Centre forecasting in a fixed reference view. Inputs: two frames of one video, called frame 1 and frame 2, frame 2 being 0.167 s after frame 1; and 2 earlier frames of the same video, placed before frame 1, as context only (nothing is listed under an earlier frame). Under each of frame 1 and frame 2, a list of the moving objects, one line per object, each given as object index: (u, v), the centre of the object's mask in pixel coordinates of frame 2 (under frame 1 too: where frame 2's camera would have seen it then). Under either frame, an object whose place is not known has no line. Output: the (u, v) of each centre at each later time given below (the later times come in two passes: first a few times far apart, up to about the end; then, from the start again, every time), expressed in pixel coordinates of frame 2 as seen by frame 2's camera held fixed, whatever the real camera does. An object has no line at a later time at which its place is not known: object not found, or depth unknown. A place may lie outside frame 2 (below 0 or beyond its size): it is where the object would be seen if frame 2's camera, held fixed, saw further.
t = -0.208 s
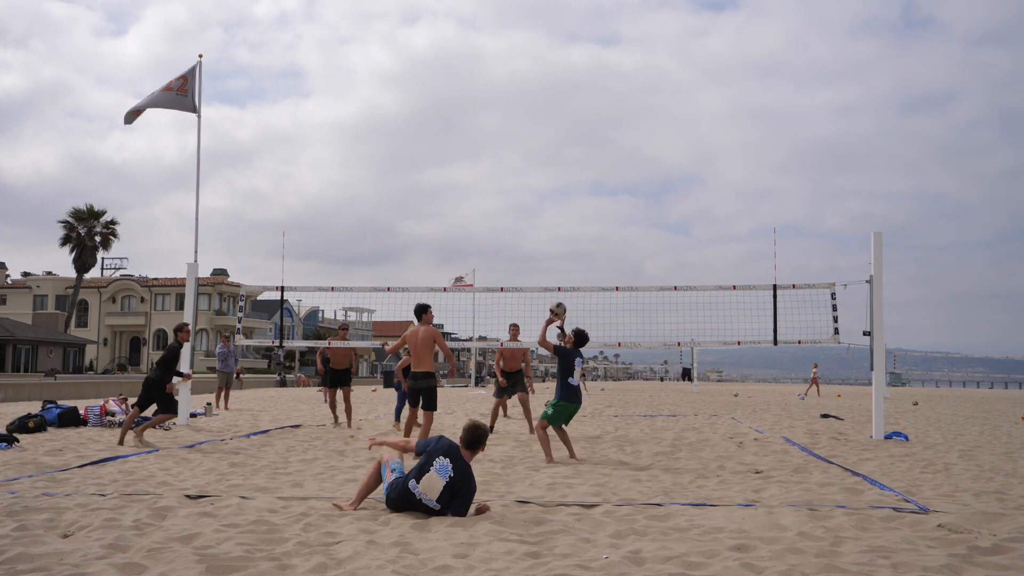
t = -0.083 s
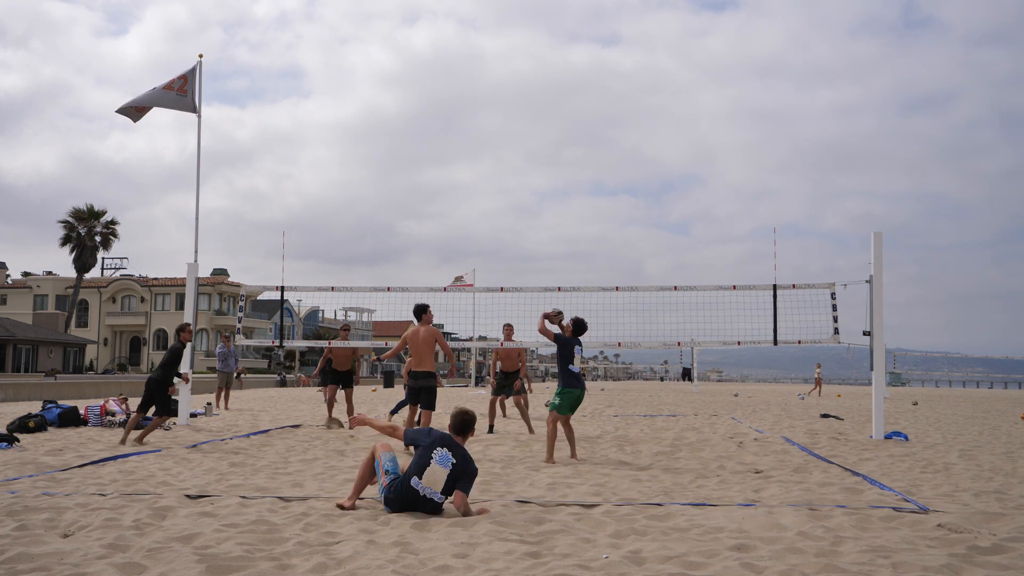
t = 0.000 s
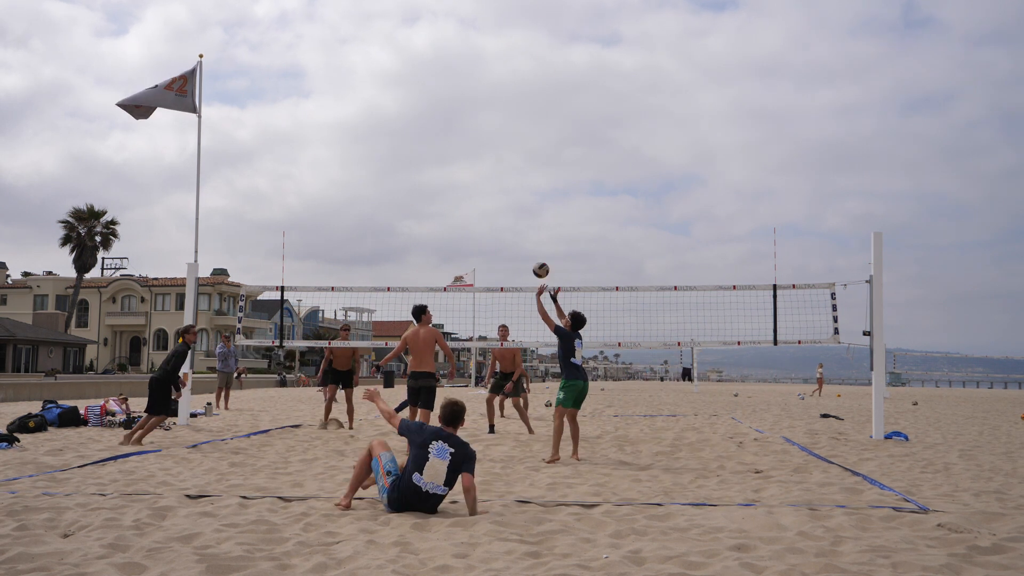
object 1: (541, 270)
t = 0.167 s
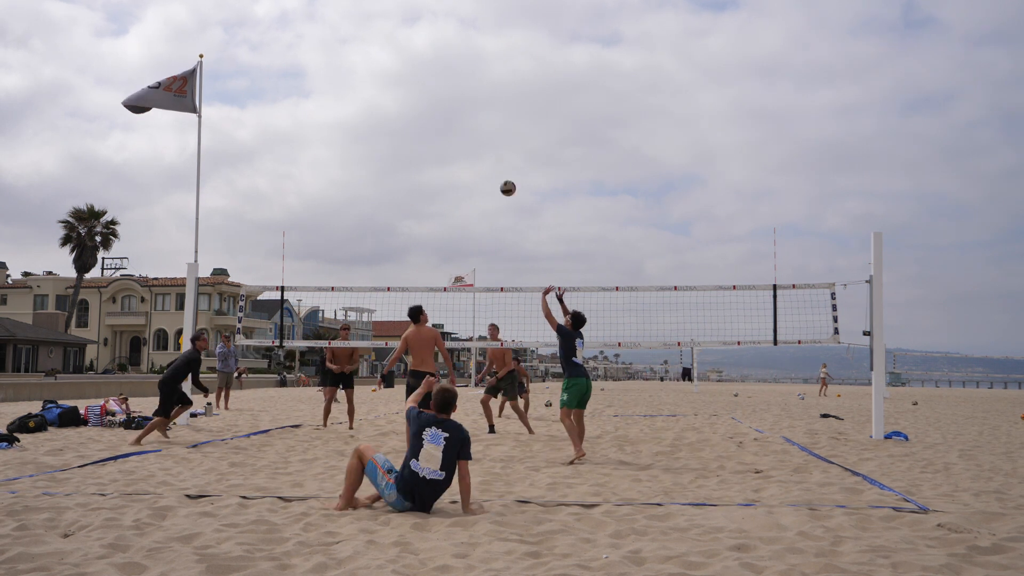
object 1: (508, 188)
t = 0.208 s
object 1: (500, 172)
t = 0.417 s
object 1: (462, 113)
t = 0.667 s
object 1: (420, 86)
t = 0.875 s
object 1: (386, 95)
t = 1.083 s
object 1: (353, 130)
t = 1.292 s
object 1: (321, 189)
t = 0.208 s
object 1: (500, 172)
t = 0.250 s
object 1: (492, 157)
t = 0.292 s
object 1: (484, 144)
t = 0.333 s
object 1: (477, 132)
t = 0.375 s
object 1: (469, 122)
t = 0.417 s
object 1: (462, 113)
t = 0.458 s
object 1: (455, 105)
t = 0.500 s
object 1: (448, 99)
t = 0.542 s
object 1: (441, 94)
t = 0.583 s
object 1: (434, 90)
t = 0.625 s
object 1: (427, 87)
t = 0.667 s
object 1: (420, 86)
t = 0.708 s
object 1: (413, 85)
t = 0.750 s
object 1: (406, 86)
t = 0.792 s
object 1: (400, 88)
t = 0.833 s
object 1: (393, 91)
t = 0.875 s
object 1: (386, 95)
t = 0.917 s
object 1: (380, 100)
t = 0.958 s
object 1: (373, 106)
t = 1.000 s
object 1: (367, 113)
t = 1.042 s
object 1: (360, 121)
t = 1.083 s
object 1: (353, 130)
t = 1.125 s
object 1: (347, 140)
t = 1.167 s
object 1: (340, 151)
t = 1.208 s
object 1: (334, 163)
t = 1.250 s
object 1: (327, 175)
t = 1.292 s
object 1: (321, 189)
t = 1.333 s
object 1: (315, 203)
